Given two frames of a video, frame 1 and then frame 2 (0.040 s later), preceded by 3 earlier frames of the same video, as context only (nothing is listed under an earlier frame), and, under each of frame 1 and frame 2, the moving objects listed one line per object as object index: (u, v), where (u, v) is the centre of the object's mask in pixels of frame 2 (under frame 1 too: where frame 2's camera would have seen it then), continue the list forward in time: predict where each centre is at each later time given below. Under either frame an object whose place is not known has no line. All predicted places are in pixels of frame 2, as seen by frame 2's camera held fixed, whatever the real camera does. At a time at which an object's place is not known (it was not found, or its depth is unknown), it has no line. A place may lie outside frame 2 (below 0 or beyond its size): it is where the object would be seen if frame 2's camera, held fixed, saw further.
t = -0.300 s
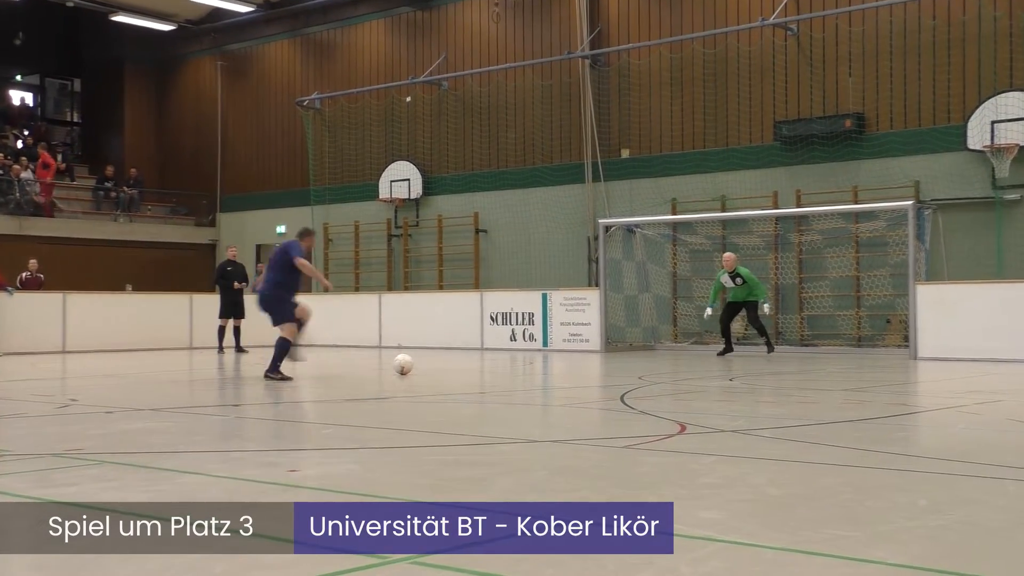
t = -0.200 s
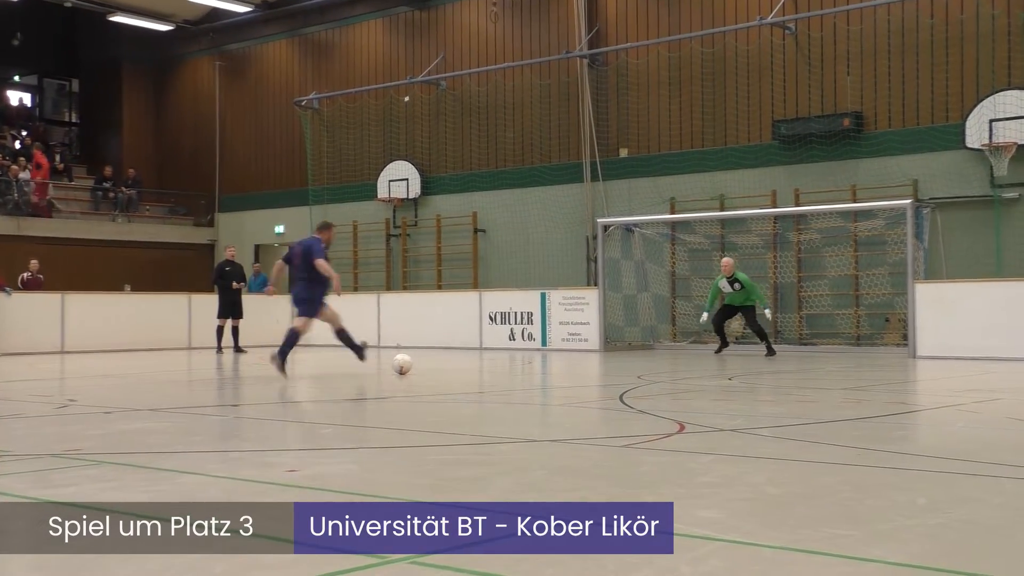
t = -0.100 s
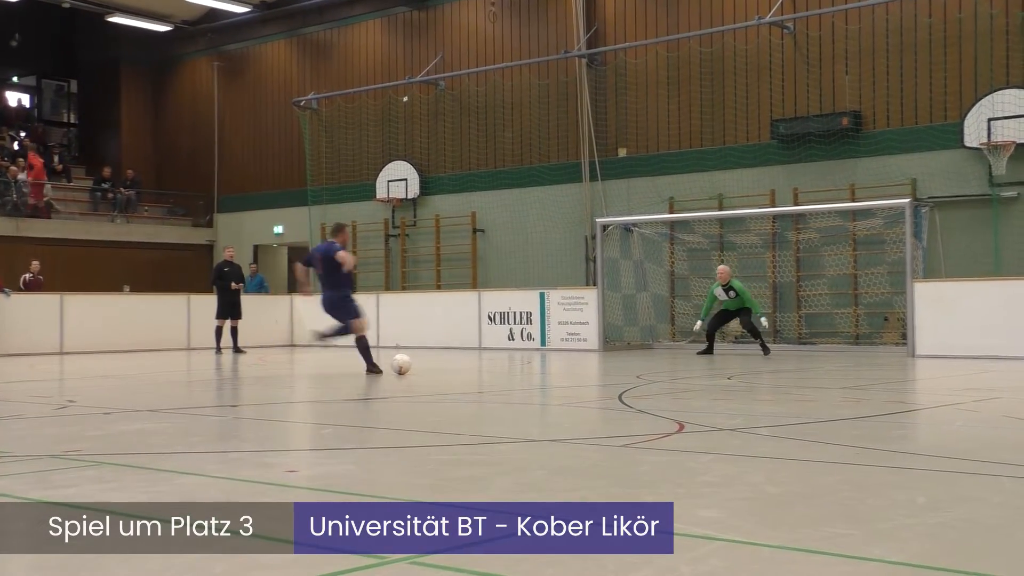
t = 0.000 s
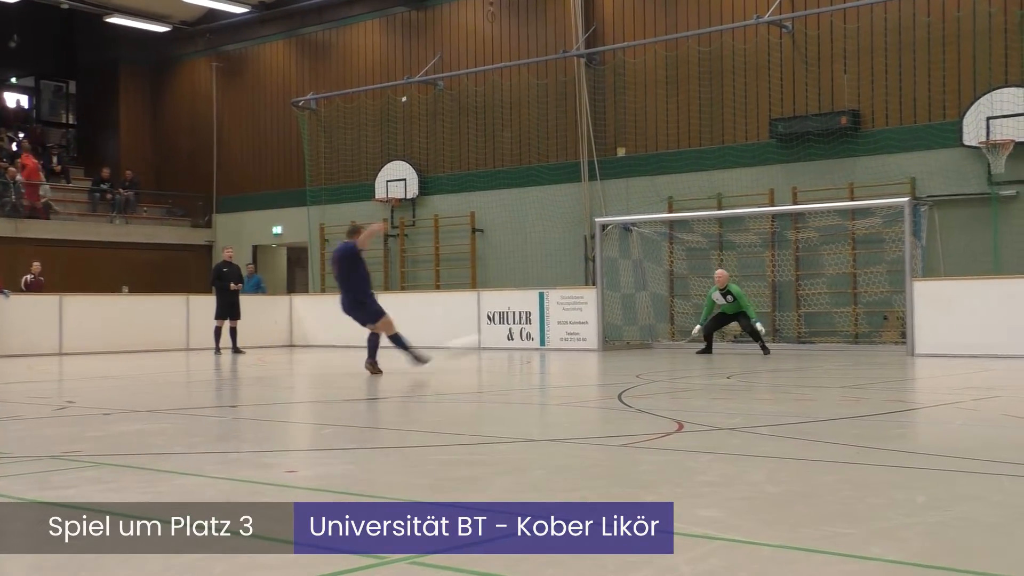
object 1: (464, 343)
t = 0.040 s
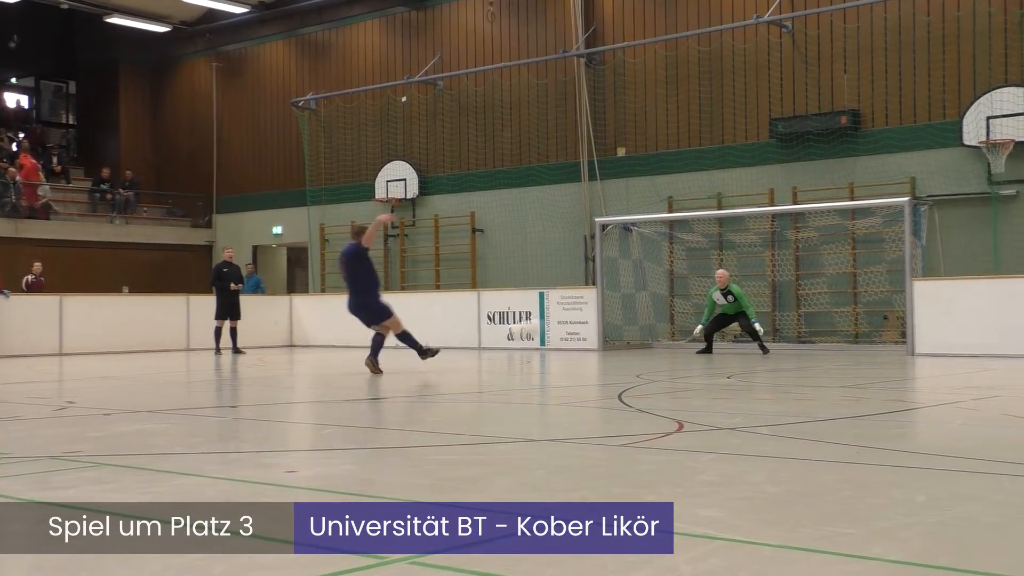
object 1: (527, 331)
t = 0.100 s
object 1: (610, 309)
